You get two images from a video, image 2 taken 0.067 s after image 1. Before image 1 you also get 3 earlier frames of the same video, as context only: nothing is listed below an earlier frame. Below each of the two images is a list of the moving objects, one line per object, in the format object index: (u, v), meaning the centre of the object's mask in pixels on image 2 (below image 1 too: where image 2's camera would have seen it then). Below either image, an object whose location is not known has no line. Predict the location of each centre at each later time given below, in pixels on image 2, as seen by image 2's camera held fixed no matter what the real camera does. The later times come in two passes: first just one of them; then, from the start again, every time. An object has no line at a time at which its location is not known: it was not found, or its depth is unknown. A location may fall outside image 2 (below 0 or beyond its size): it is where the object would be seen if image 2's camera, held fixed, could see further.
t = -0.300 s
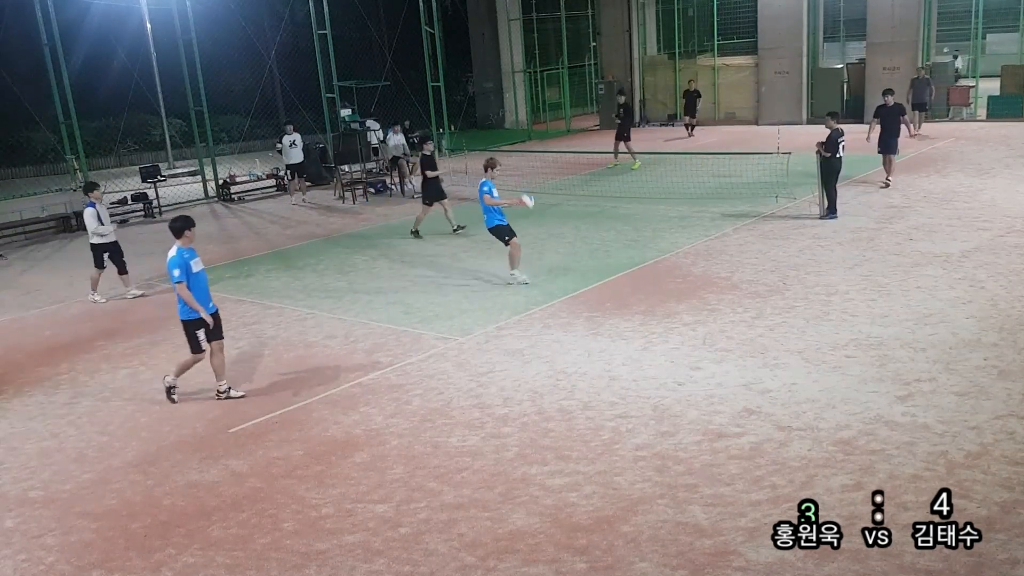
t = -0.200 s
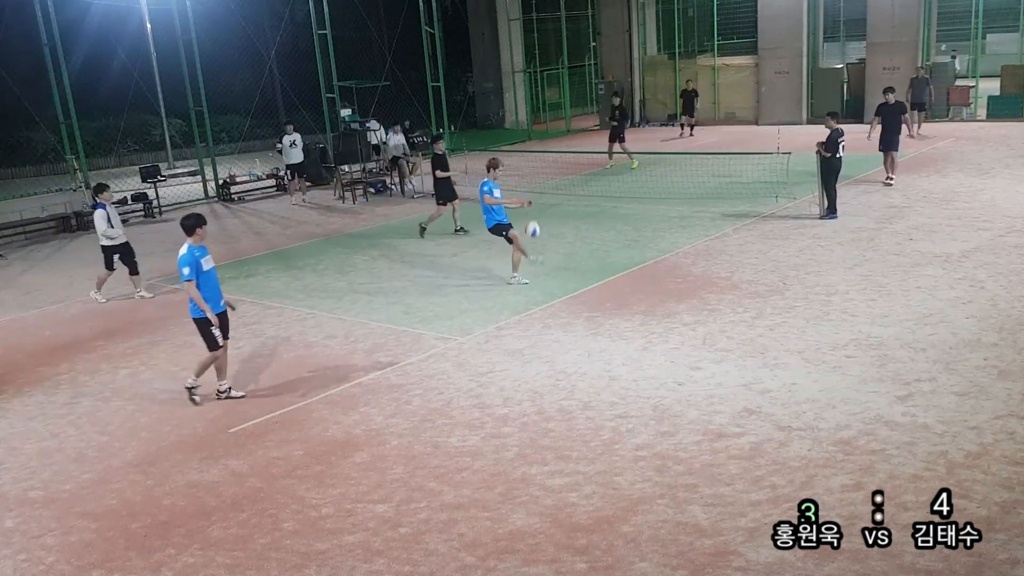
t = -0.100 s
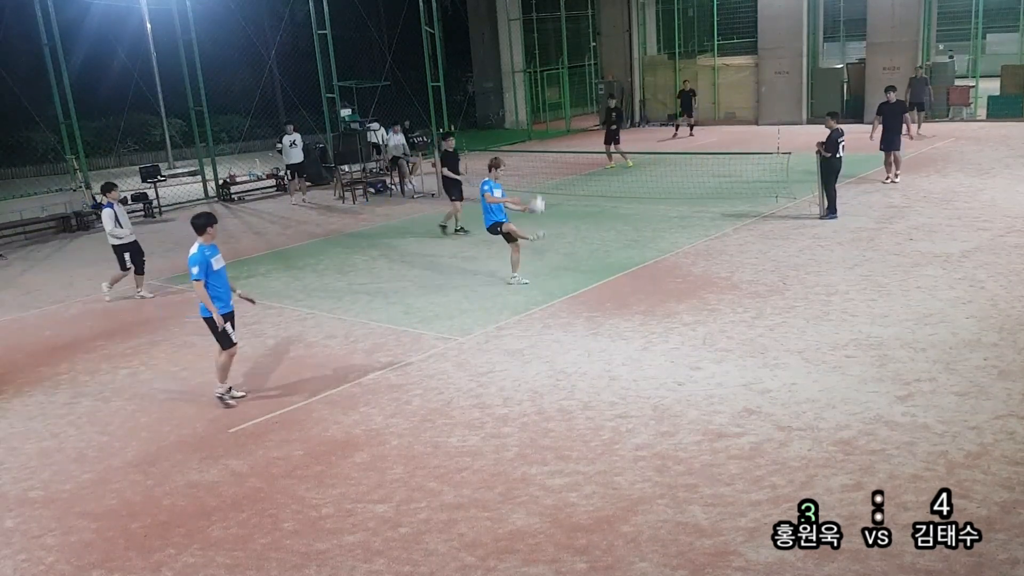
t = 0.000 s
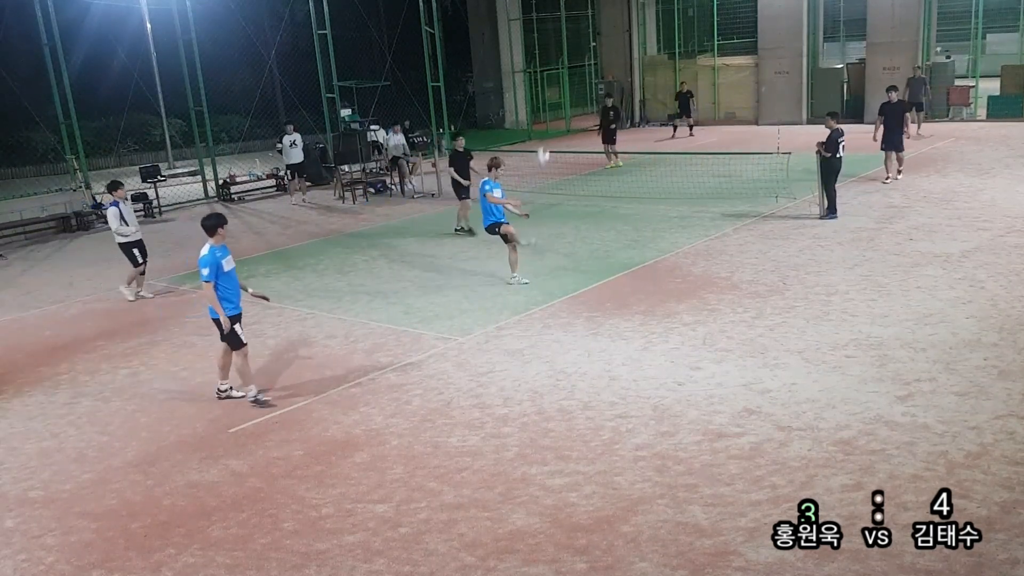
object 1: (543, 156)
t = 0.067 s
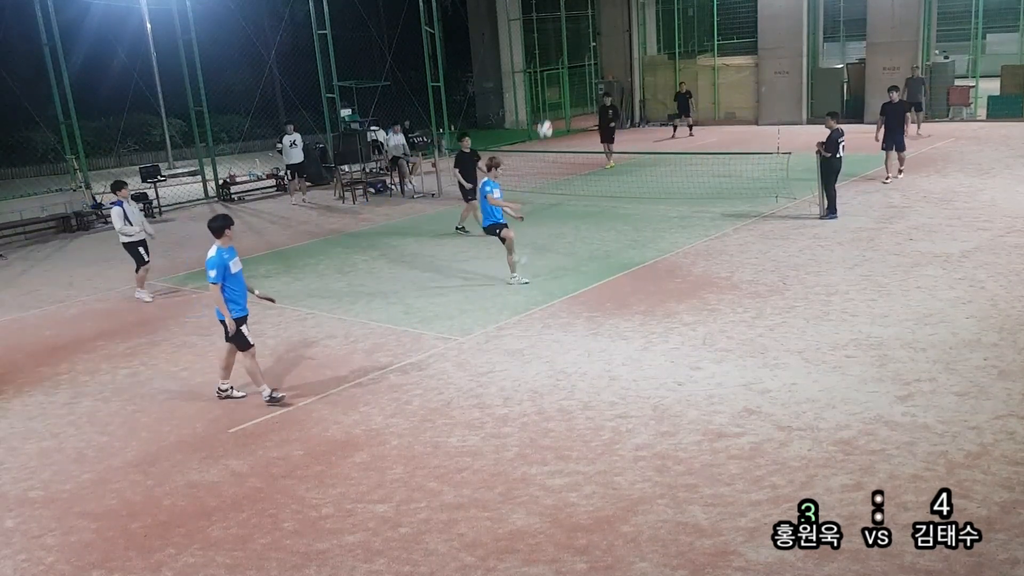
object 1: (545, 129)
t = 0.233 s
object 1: (553, 77)
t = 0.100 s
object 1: (547, 117)
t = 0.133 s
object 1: (548, 106)
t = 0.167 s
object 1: (550, 95)
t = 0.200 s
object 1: (551, 86)
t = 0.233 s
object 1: (553, 77)
